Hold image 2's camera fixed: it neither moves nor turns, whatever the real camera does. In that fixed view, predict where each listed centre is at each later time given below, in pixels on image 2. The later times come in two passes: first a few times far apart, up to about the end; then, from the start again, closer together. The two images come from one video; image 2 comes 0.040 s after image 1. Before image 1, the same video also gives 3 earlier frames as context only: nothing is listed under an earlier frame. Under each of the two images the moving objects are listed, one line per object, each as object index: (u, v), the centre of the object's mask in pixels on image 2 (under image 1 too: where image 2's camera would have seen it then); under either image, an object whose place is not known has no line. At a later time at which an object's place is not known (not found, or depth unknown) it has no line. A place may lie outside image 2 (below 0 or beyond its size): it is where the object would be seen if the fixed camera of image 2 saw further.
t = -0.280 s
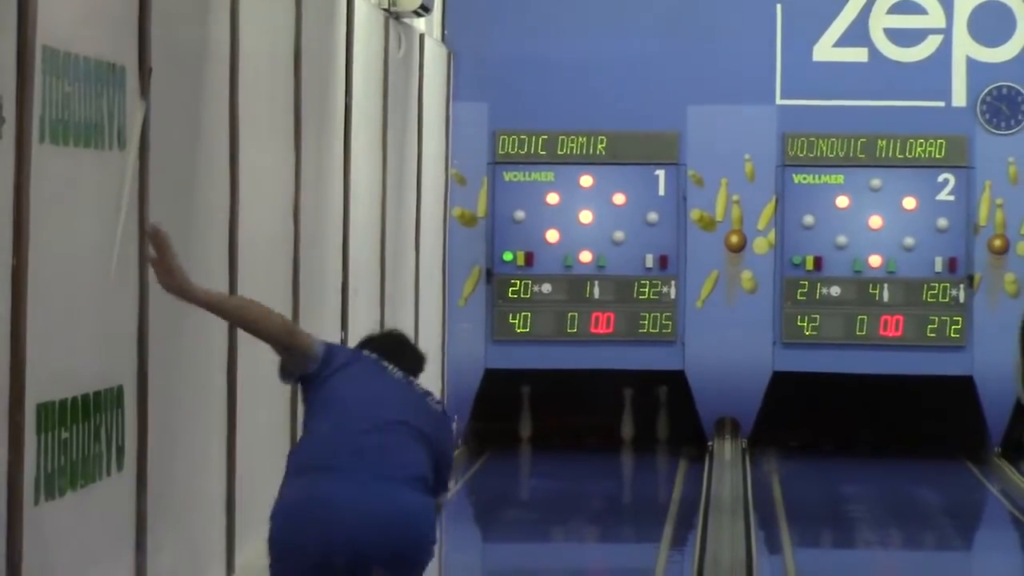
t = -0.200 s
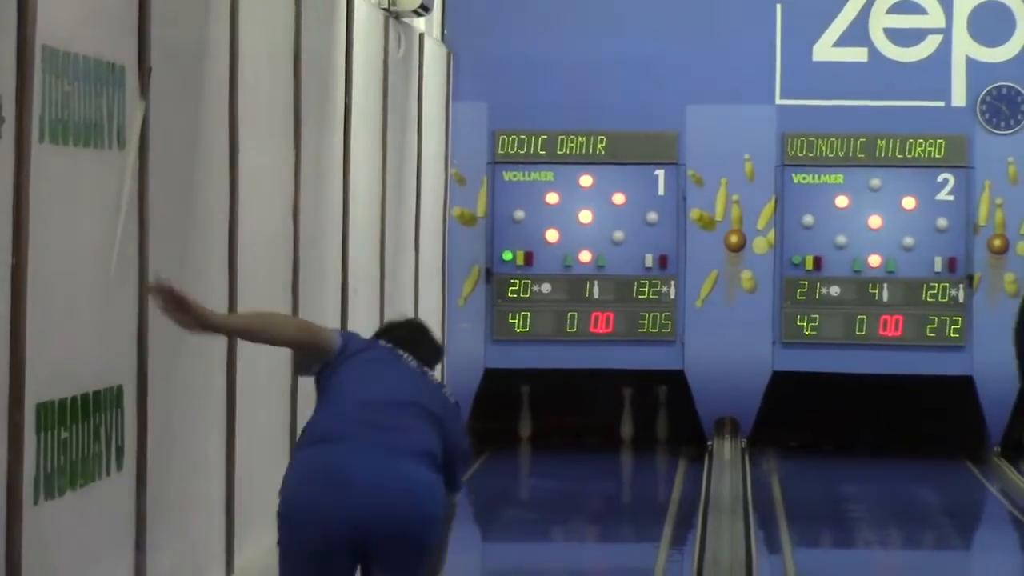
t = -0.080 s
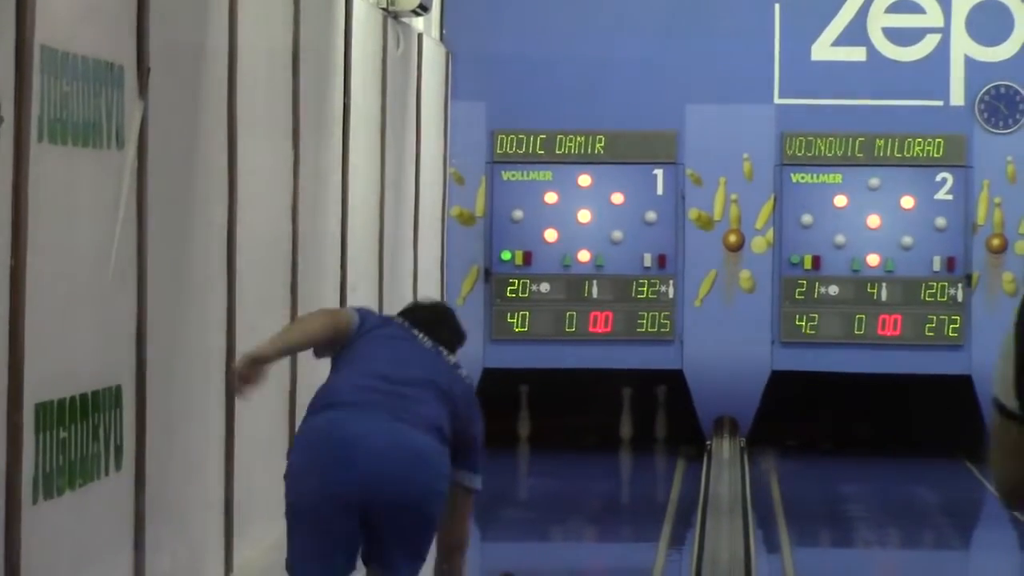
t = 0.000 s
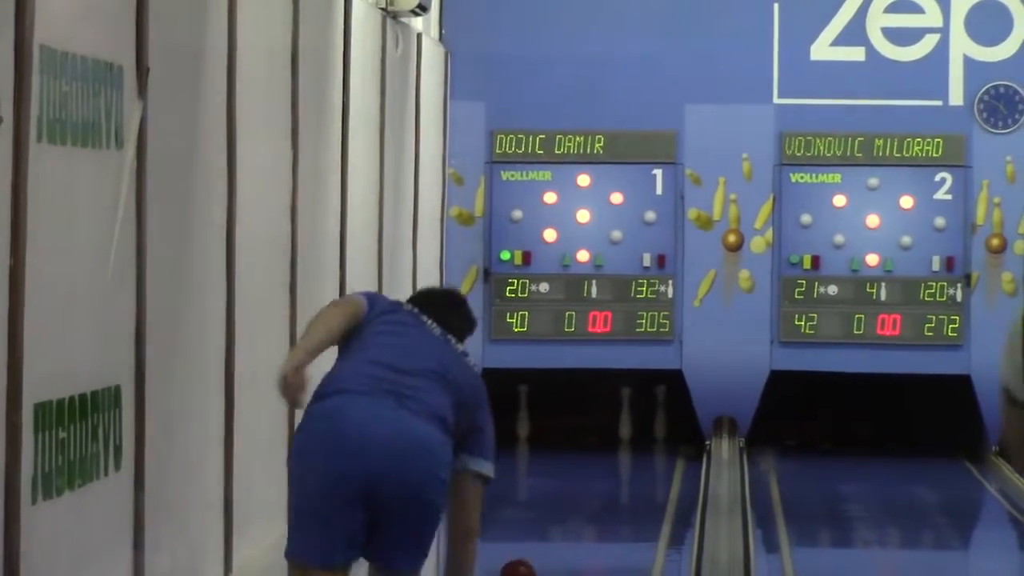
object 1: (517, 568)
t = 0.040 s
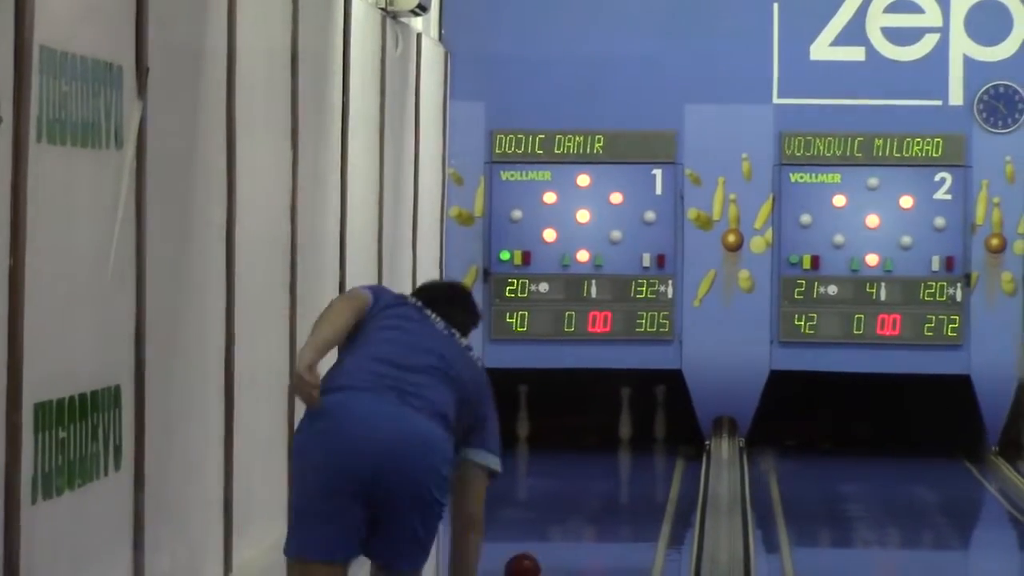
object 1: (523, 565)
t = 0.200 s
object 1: (541, 547)
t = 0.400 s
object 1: (561, 523)
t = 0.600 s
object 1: (577, 502)
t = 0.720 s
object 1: (586, 490)
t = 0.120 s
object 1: (532, 558)
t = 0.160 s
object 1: (536, 553)
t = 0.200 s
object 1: (541, 547)
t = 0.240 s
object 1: (545, 542)
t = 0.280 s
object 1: (549, 537)
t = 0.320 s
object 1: (553, 532)
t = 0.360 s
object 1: (557, 526)
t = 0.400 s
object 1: (561, 523)
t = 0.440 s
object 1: (564, 518)
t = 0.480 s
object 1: (567, 514)
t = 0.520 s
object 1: (570, 509)
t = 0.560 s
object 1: (574, 505)
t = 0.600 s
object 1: (577, 502)
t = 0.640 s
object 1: (580, 498)
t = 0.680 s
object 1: (583, 493)
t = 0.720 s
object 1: (586, 490)
